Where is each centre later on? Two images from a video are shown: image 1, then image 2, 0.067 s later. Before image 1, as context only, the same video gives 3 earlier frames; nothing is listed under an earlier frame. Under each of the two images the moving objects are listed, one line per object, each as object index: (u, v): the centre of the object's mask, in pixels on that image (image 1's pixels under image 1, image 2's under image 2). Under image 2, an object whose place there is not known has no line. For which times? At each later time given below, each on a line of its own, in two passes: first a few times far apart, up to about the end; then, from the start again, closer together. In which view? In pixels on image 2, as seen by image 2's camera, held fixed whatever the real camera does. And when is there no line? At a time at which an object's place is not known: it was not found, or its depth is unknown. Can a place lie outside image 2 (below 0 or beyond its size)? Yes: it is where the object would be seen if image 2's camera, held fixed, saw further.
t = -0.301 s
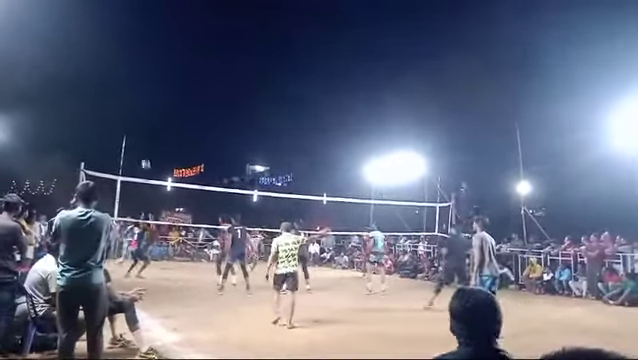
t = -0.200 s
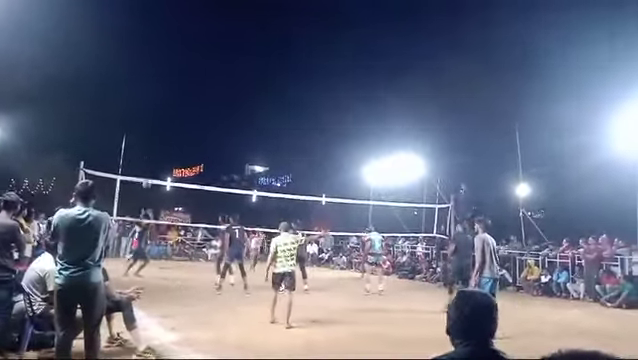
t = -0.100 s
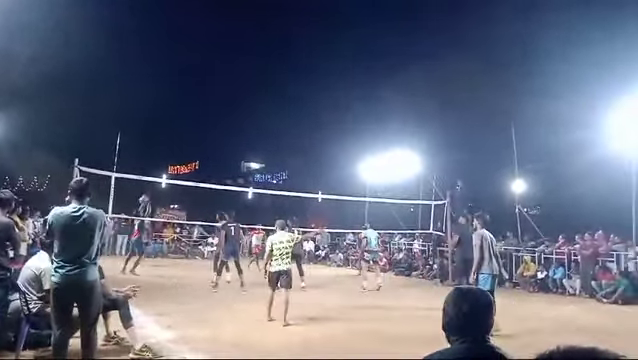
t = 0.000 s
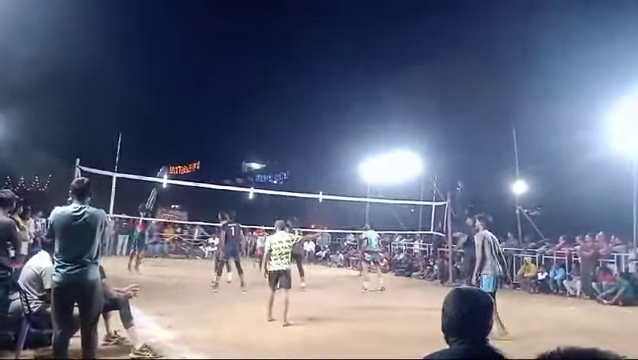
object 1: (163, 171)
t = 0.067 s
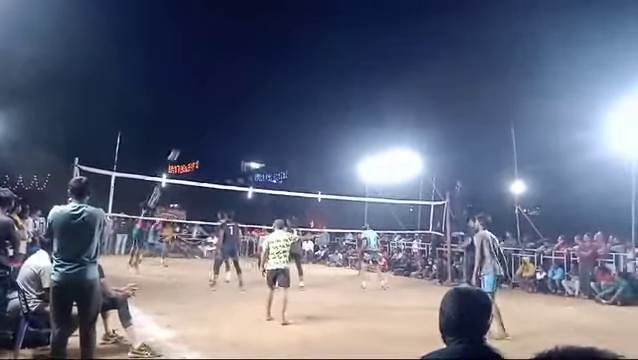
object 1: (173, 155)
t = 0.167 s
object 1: (191, 134)
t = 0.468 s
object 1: (236, 96)
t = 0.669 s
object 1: (263, 88)
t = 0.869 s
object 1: (287, 93)
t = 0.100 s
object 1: (179, 148)
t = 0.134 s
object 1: (185, 140)
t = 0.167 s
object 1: (191, 134)
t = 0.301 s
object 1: (212, 113)
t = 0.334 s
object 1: (217, 108)
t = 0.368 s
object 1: (222, 105)
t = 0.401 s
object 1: (227, 101)
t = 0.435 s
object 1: (232, 99)
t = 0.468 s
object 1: (236, 96)
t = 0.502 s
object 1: (241, 94)
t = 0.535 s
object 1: (246, 92)
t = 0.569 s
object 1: (249, 91)
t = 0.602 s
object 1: (254, 90)
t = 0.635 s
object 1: (259, 89)
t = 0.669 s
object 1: (263, 88)
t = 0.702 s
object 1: (267, 88)
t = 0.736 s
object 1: (272, 88)
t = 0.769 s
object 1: (276, 89)
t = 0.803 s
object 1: (280, 90)
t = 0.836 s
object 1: (284, 91)
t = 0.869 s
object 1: (287, 93)
